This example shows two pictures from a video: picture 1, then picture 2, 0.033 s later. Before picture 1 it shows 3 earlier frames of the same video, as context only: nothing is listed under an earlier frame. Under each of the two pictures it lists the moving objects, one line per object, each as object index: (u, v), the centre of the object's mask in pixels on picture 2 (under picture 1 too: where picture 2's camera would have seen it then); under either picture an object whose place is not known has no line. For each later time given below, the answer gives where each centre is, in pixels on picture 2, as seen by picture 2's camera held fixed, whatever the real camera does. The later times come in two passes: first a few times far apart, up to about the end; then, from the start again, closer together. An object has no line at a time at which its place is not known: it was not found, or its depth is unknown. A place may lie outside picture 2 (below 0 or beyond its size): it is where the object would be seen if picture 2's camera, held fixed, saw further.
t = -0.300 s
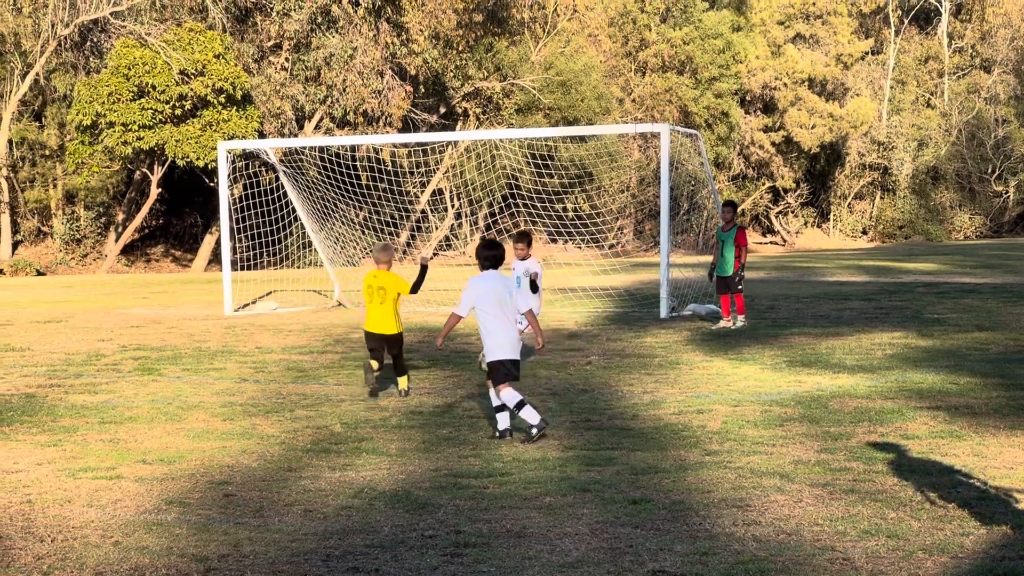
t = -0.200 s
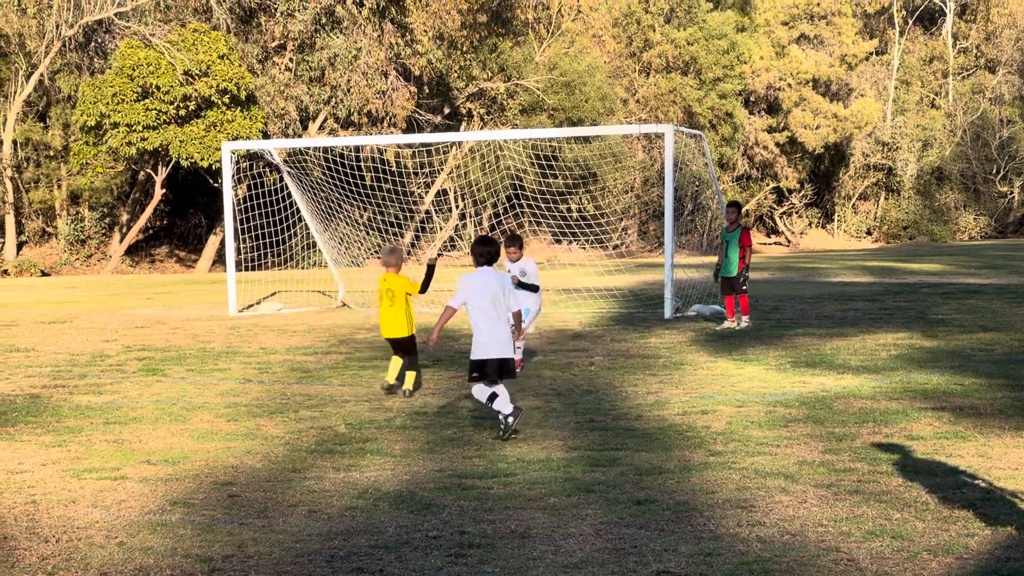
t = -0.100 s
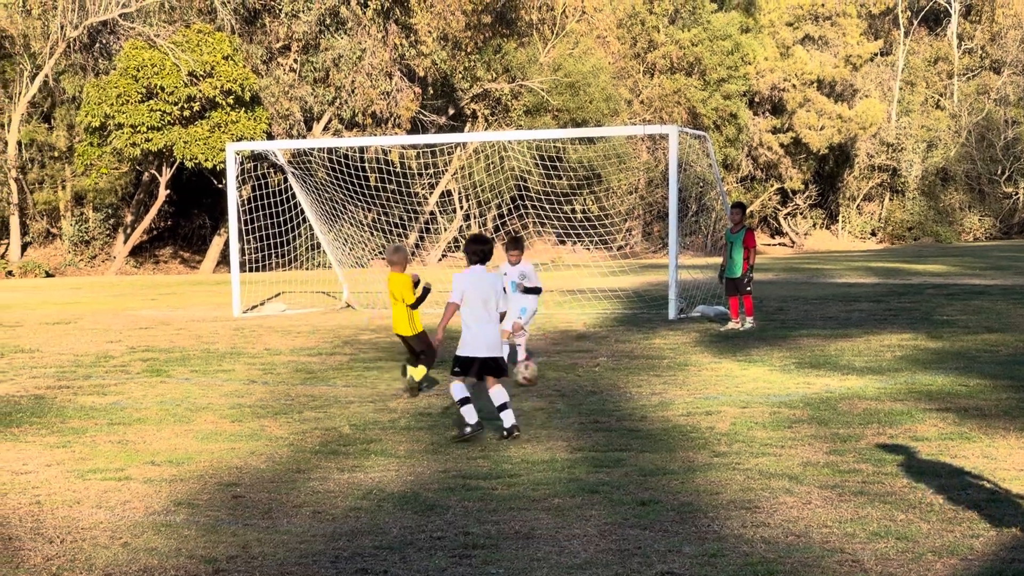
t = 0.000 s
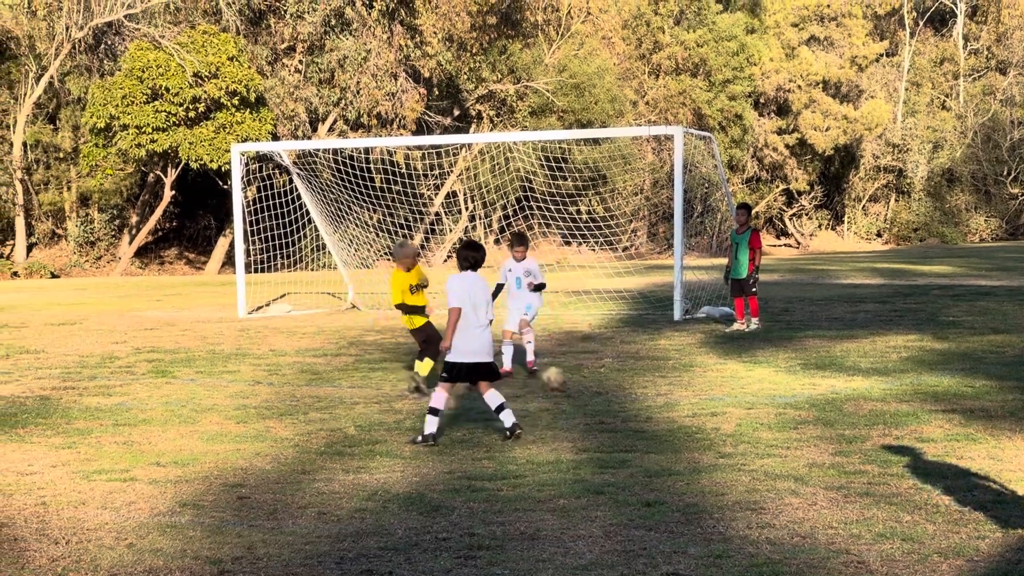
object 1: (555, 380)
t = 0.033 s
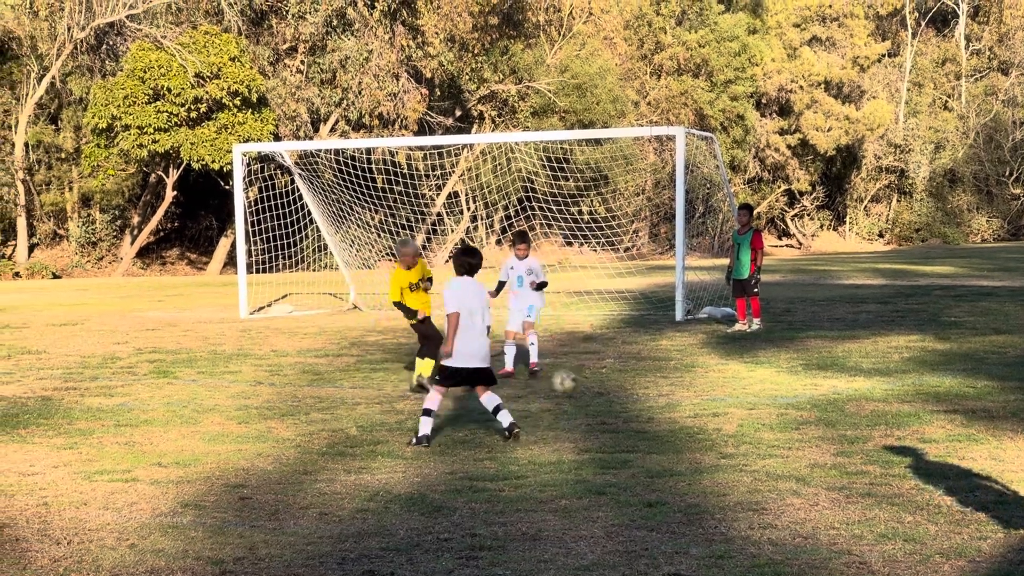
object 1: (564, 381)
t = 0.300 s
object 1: (625, 396)
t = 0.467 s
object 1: (662, 408)
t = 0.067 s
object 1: (571, 381)
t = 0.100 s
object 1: (578, 382)
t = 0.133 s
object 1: (584, 384)
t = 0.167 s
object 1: (594, 385)
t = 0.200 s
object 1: (603, 393)
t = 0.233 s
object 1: (610, 394)
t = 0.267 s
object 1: (617, 394)
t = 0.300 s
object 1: (625, 396)
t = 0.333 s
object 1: (632, 399)
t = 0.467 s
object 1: (662, 408)
